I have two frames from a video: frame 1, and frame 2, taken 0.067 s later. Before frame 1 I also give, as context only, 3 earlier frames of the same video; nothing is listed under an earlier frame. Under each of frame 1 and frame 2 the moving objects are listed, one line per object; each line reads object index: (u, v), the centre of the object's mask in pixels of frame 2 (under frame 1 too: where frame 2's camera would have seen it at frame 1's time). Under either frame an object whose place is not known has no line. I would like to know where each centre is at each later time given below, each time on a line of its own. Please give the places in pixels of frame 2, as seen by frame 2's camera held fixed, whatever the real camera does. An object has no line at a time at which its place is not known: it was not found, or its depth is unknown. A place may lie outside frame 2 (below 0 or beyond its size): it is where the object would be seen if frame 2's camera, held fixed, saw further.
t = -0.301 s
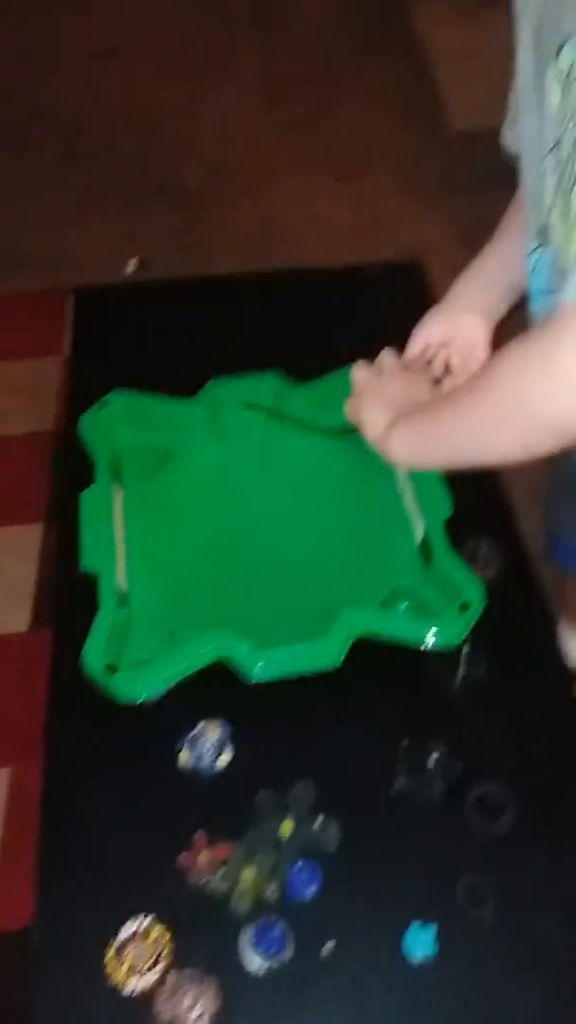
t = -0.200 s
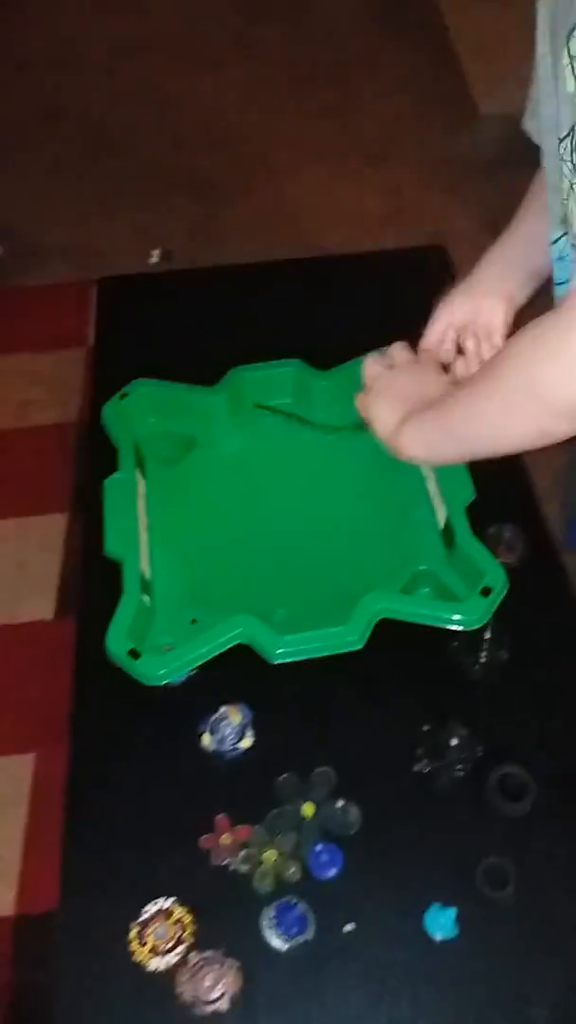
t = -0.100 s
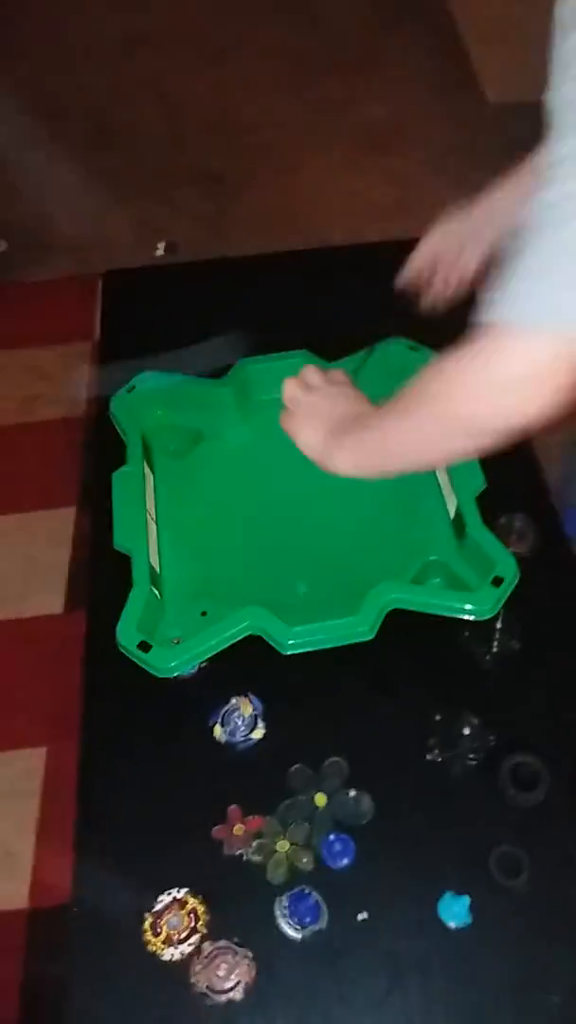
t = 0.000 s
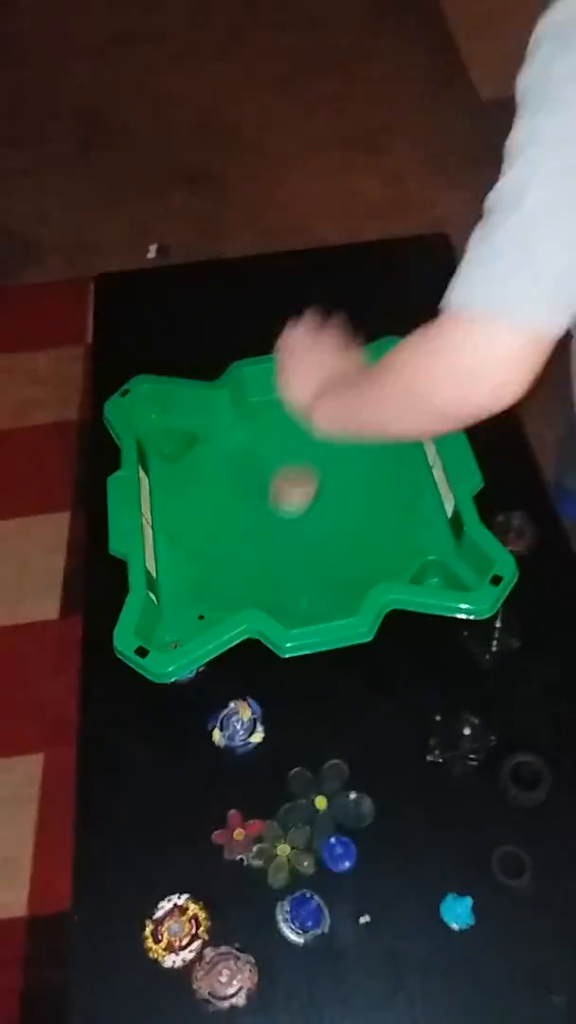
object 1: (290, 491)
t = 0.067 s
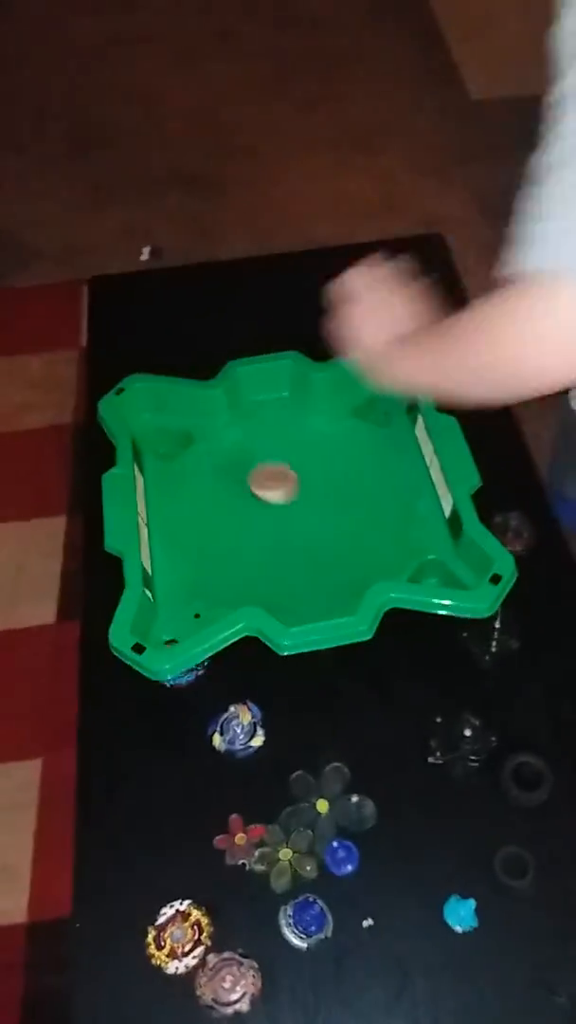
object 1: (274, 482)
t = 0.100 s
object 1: (266, 475)
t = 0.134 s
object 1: (260, 475)
